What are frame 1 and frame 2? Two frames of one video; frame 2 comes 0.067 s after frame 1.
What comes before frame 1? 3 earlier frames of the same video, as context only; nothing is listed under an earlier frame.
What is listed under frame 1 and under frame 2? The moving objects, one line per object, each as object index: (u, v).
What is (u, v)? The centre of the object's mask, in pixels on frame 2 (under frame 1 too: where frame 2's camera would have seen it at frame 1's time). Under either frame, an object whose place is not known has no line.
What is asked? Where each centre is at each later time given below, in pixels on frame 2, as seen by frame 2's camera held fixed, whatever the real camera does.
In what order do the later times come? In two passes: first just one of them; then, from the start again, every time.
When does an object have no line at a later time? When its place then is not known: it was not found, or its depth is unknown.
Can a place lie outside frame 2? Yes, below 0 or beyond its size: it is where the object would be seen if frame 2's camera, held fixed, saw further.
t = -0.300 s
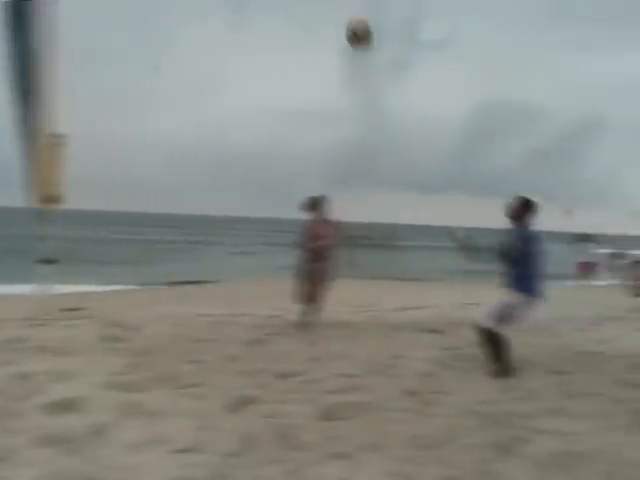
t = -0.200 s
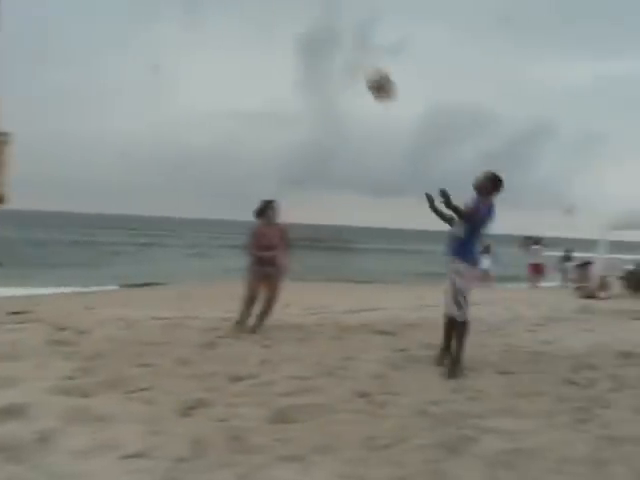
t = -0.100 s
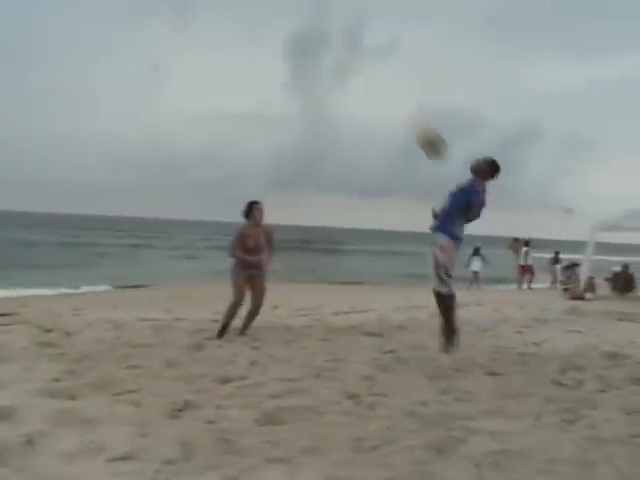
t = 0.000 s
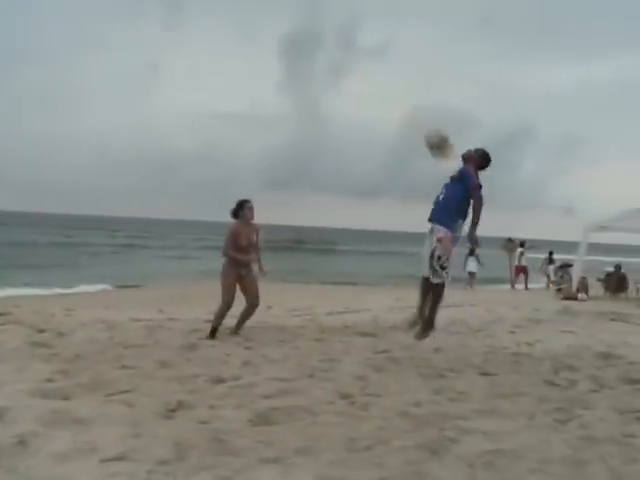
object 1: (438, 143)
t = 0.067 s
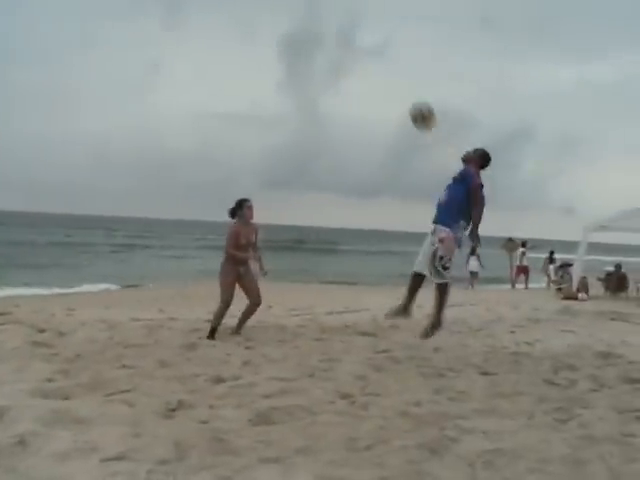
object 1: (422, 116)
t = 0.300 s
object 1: (368, 62)
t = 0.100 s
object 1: (414, 104)
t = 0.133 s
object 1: (407, 93)
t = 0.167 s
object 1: (399, 85)
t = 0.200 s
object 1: (392, 77)
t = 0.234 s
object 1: (383, 71)
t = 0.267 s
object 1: (375, 66)
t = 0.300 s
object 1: (368, 62)
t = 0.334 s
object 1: (359, 60)
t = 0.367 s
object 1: (351, 58)
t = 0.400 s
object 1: (345, 58)
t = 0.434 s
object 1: (337, 59)
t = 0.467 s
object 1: (331, 60)
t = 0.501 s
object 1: (323, 62)
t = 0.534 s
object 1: (317, 65)
